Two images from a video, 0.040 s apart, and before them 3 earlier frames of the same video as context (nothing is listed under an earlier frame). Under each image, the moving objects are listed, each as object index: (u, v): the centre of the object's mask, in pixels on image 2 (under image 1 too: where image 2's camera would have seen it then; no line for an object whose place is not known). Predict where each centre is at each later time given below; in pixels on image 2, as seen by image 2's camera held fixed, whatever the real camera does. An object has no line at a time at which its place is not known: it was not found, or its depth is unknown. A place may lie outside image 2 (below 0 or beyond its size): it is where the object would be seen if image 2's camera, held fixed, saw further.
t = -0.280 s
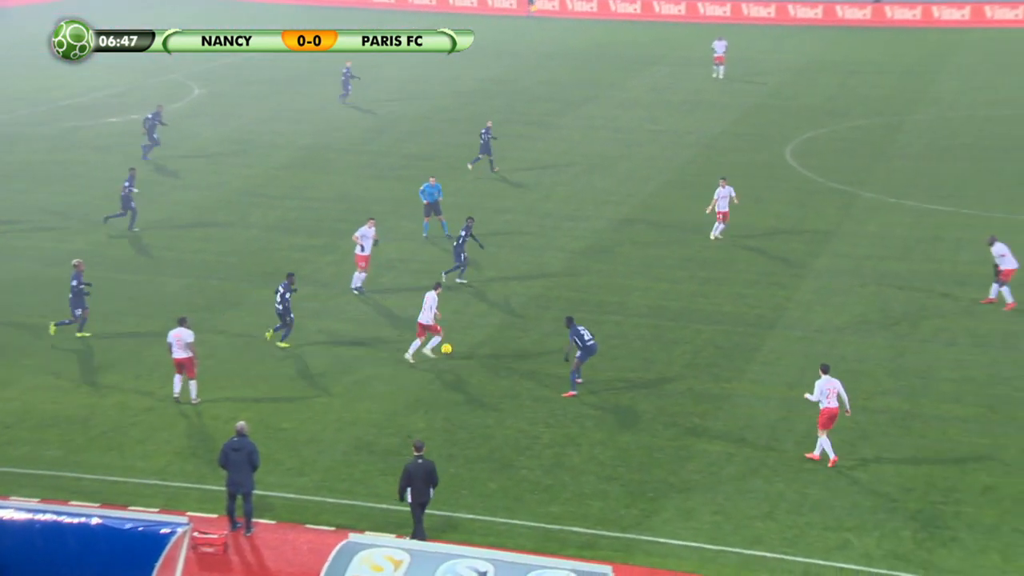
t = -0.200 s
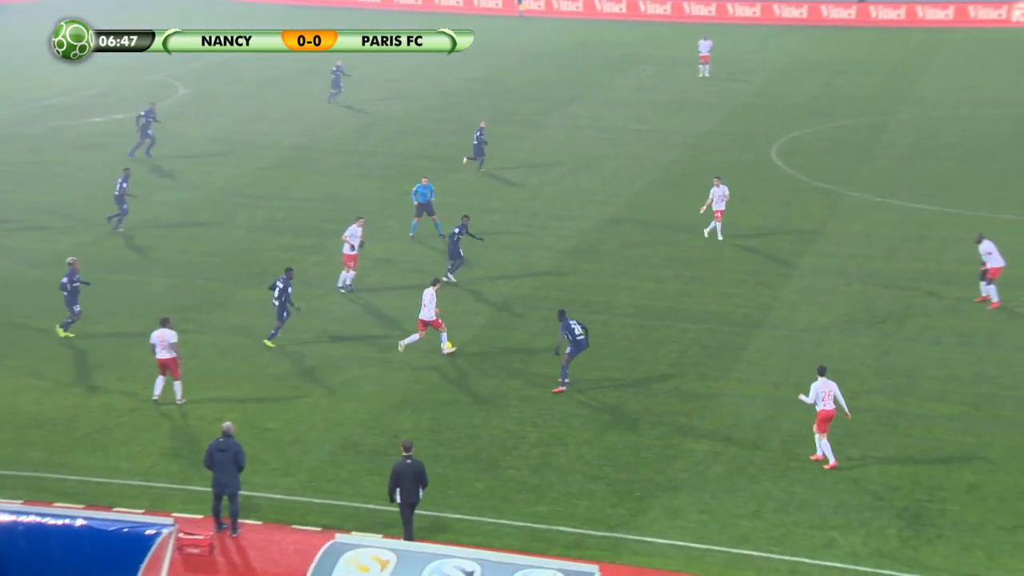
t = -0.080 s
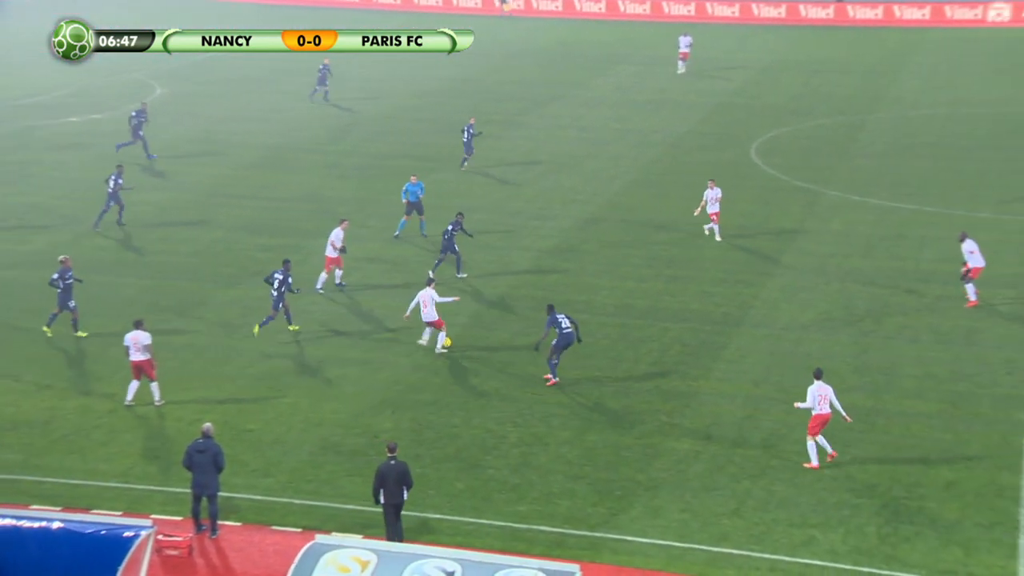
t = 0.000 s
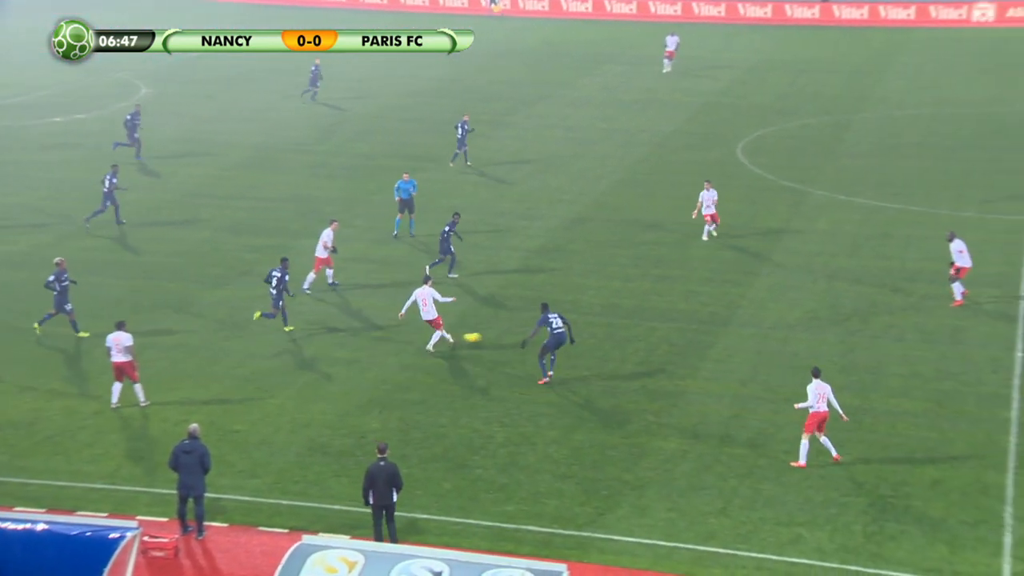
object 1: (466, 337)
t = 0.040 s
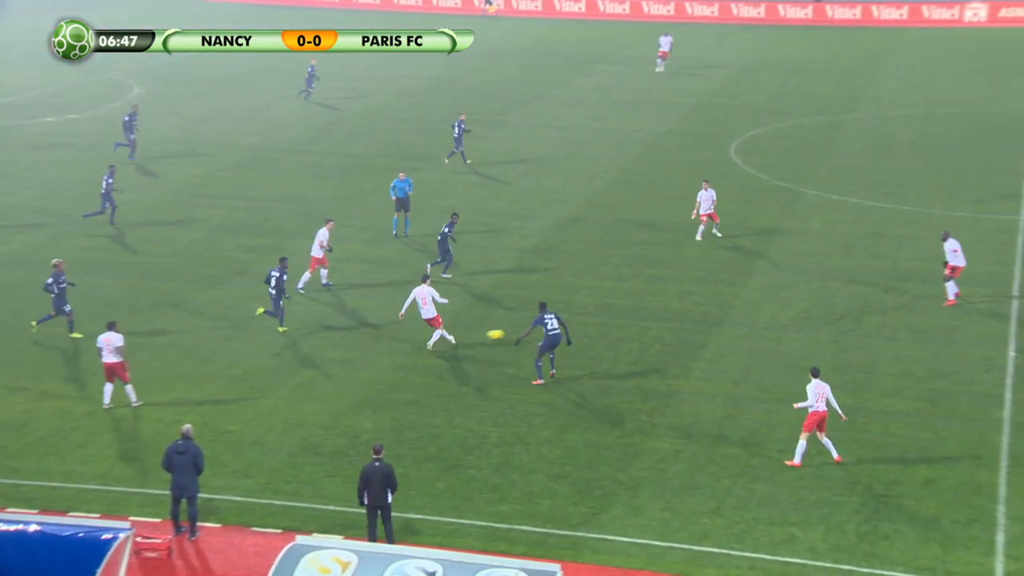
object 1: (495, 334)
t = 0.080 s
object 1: (522, 331)
